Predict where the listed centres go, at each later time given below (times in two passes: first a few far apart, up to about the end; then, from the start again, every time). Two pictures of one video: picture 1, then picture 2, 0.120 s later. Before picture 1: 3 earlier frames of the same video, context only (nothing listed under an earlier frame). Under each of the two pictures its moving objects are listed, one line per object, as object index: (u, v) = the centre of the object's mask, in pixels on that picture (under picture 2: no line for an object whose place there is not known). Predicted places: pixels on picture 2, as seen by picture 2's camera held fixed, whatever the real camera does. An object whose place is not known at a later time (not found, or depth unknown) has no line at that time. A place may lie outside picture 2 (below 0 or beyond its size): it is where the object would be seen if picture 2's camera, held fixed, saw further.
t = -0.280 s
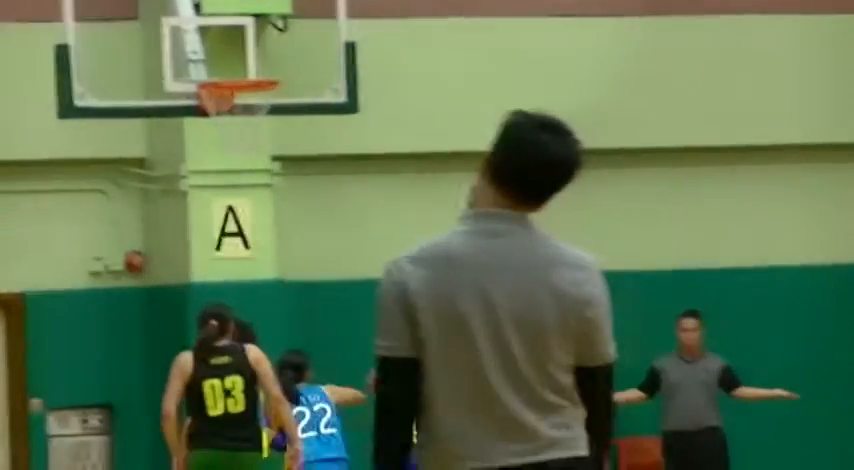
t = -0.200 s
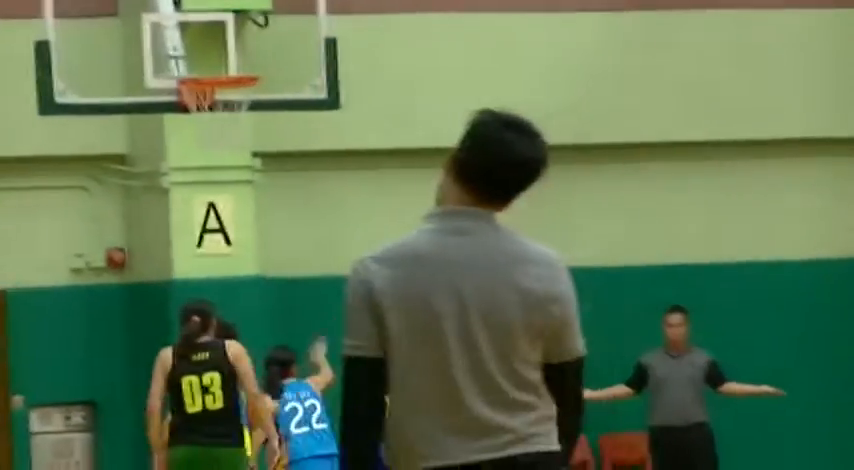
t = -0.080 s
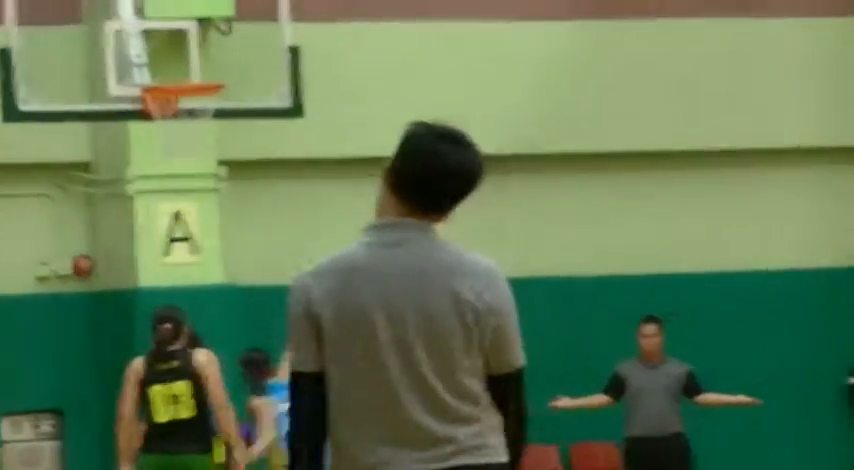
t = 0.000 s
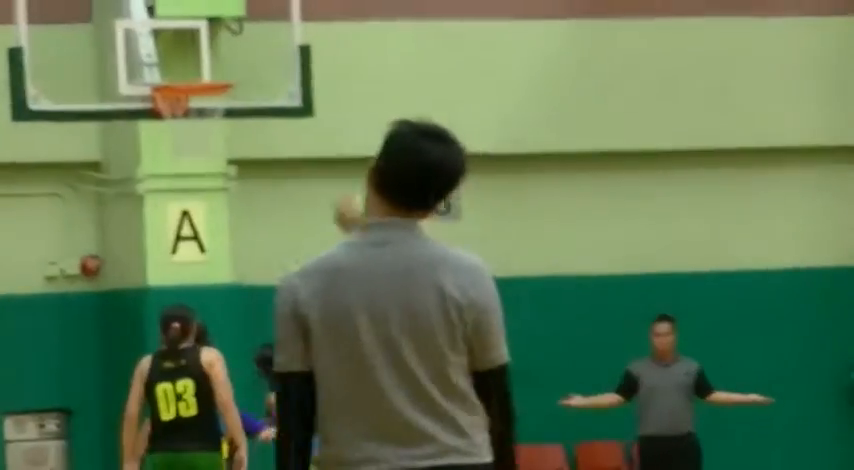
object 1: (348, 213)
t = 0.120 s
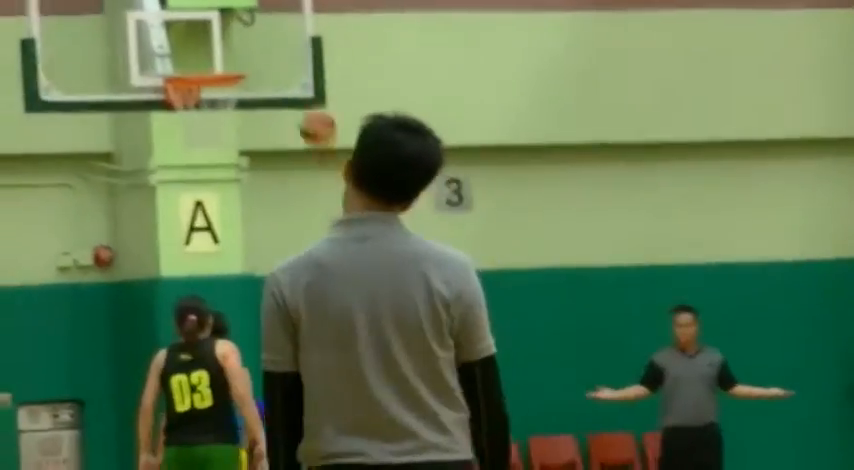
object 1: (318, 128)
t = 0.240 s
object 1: (270, 69)
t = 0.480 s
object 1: (235, 41)
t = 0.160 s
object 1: (303, 105)
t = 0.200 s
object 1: (286, 87)
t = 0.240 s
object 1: (270, 69)
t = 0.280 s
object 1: (254, 54)
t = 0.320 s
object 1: (240, 41)
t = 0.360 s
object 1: (237, 36)
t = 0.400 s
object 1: (237, 35)
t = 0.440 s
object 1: (236, 37)
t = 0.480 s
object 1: (235, 41)
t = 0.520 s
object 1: (234, 48)
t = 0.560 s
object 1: (233, 55)
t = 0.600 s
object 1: (229, 59)
